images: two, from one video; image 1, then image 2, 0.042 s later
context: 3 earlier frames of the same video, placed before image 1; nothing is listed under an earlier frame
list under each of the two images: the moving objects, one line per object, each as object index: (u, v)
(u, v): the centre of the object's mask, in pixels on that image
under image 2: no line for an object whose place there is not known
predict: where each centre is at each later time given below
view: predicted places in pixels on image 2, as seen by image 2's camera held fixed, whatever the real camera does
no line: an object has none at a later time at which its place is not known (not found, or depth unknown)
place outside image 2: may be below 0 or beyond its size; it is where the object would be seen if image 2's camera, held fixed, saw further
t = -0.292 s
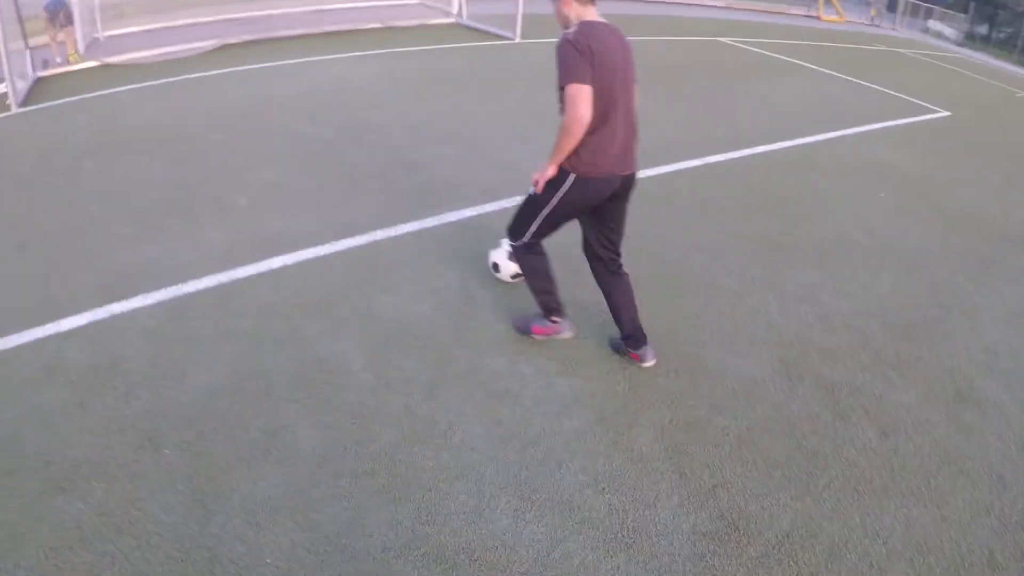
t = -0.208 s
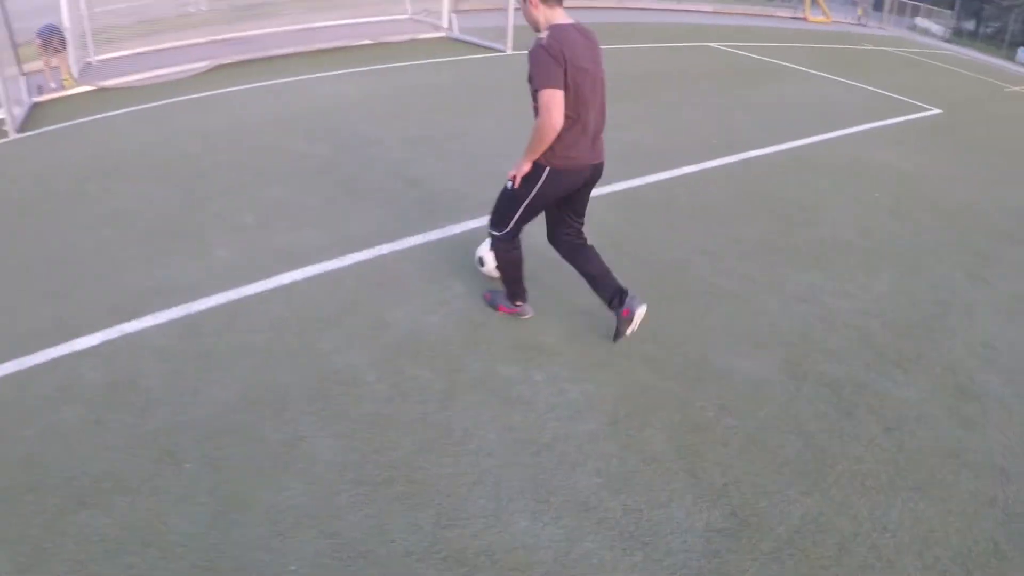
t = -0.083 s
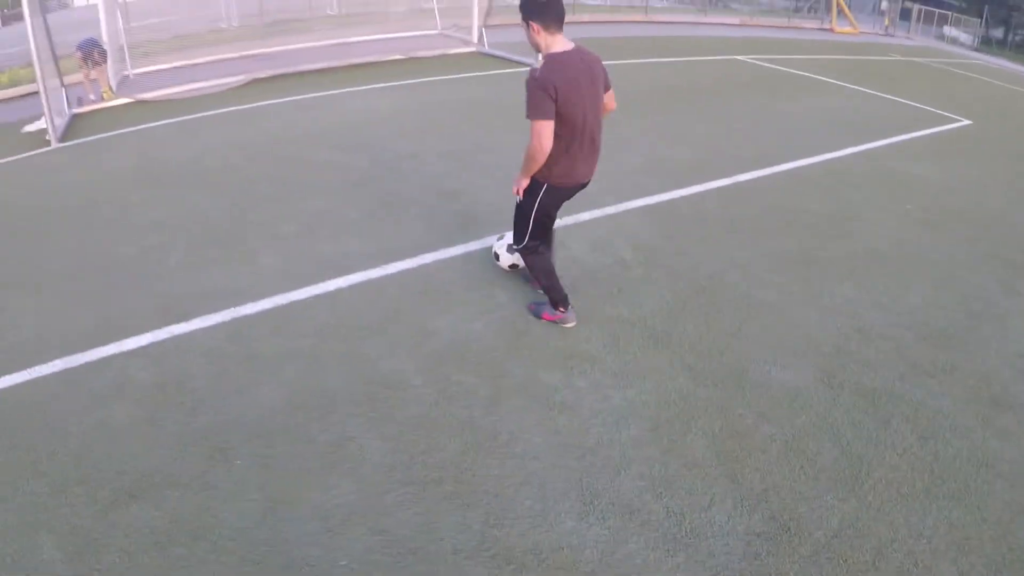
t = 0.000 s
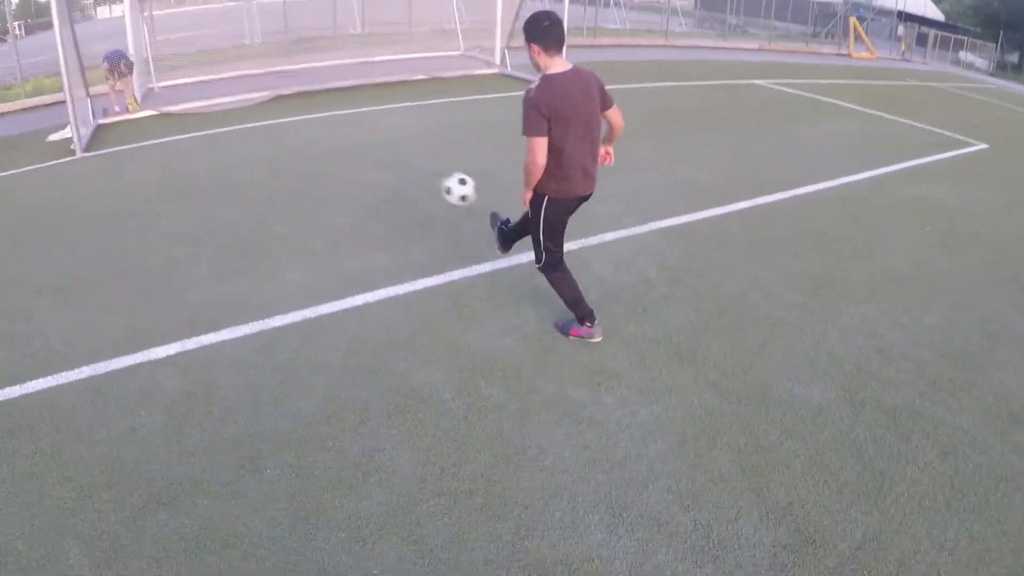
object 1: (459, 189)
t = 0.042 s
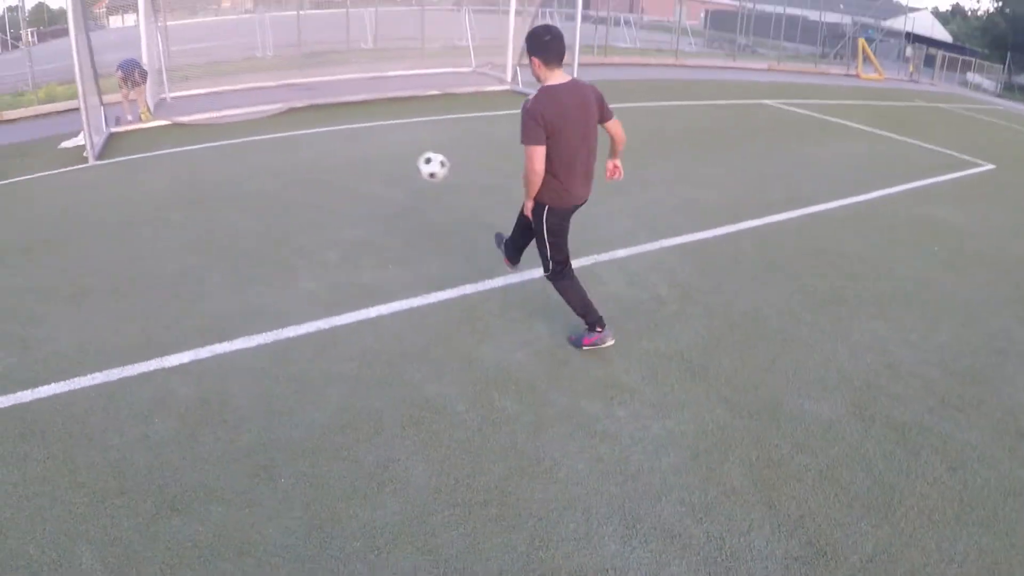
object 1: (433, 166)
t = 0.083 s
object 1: (411, 146)
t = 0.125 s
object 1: (383, 122)
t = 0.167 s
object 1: (369, 110)
